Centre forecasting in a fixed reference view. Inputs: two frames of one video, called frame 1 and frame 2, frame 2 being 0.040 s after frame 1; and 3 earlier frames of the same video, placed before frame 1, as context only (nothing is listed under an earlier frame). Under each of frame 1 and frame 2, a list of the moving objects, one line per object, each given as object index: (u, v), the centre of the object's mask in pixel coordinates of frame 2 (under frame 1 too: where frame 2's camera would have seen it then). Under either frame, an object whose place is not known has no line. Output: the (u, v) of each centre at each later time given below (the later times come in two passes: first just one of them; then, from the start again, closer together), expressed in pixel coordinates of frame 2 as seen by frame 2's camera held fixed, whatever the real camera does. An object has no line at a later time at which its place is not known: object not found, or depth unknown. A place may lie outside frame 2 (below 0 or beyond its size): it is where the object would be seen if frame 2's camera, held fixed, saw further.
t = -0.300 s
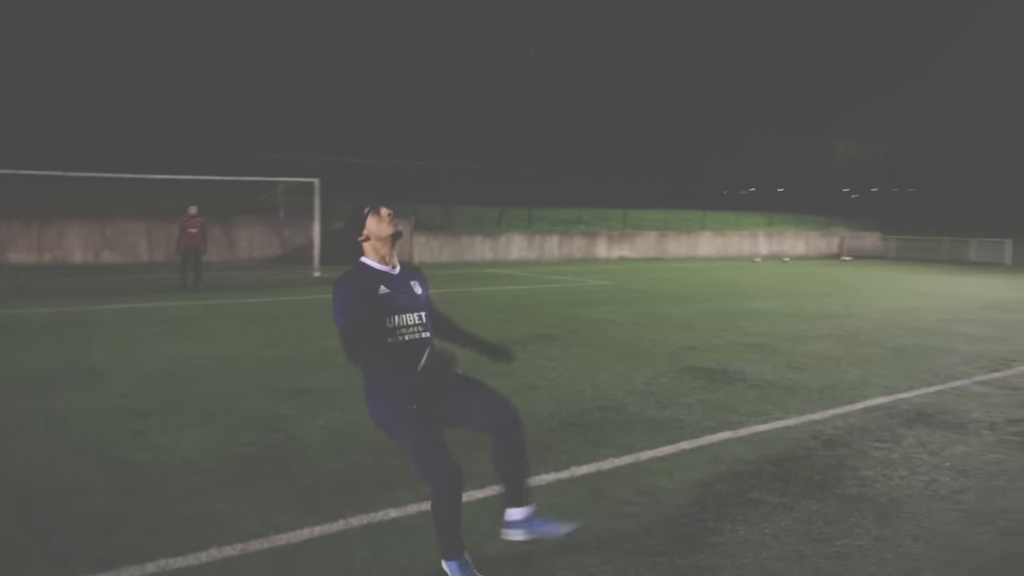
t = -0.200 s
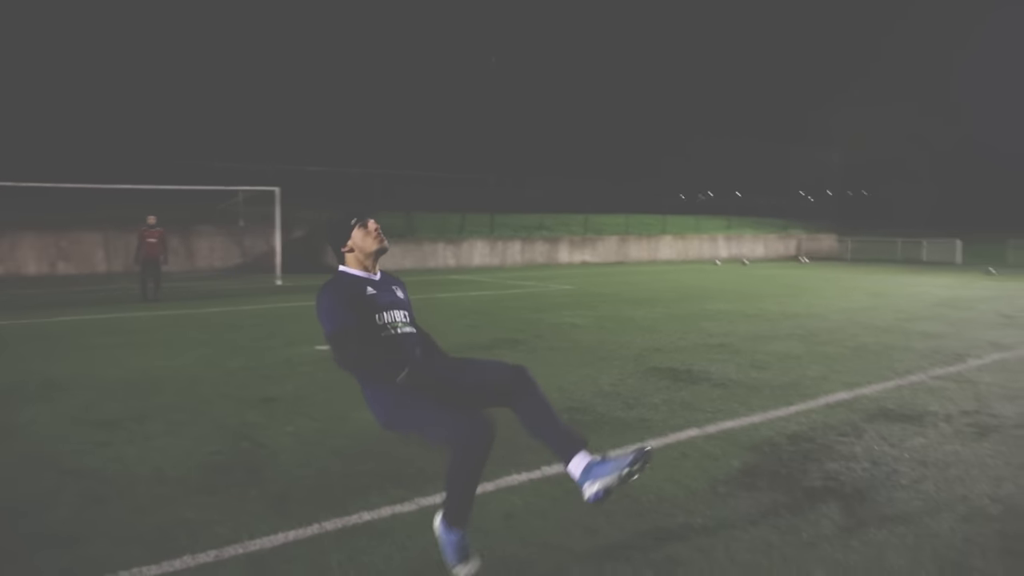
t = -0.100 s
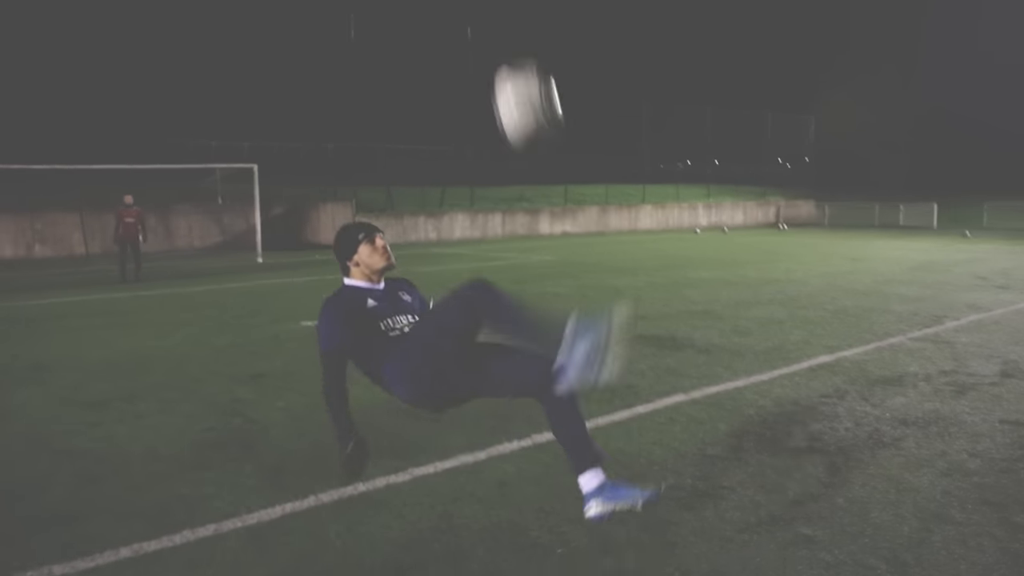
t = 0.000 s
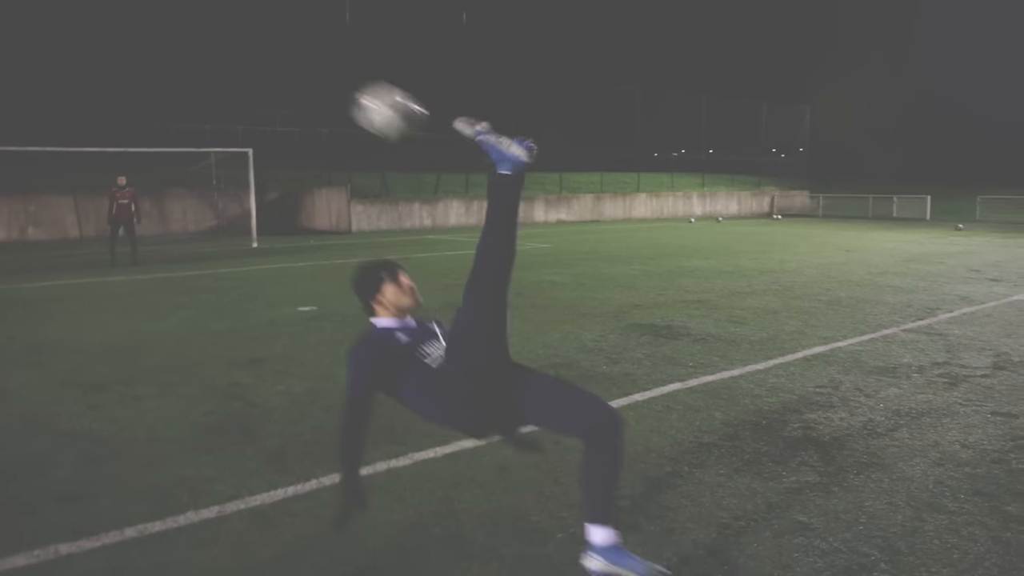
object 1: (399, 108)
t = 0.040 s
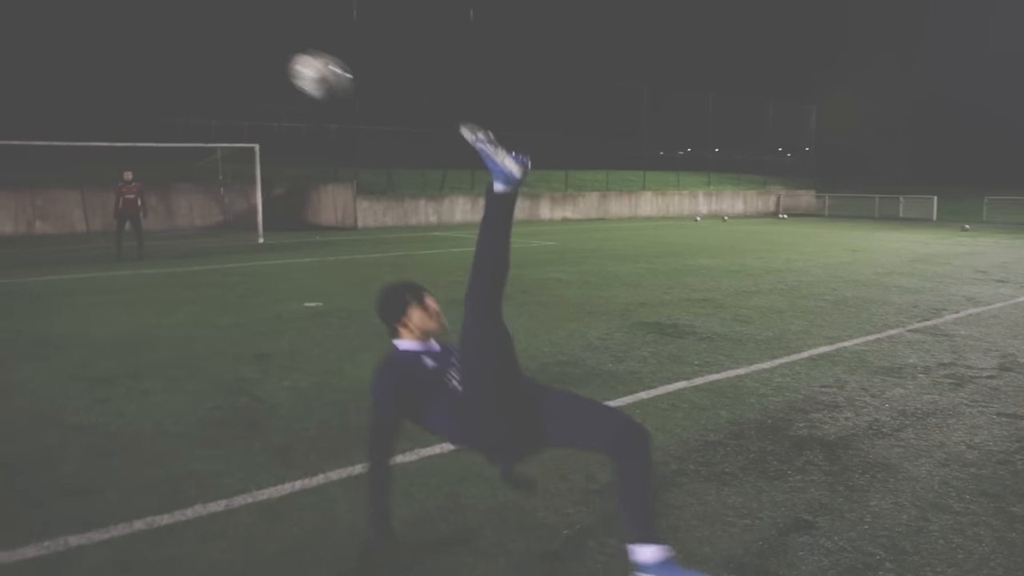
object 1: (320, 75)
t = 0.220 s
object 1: (137, 29)
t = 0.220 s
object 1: (137, 29)
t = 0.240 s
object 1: (125, 30)
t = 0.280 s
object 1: (104, 34)
